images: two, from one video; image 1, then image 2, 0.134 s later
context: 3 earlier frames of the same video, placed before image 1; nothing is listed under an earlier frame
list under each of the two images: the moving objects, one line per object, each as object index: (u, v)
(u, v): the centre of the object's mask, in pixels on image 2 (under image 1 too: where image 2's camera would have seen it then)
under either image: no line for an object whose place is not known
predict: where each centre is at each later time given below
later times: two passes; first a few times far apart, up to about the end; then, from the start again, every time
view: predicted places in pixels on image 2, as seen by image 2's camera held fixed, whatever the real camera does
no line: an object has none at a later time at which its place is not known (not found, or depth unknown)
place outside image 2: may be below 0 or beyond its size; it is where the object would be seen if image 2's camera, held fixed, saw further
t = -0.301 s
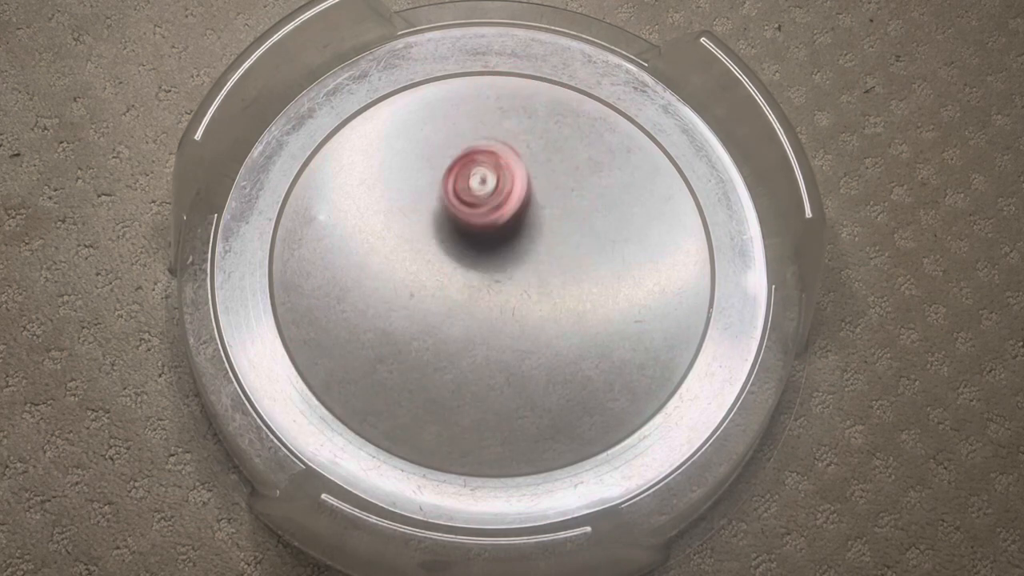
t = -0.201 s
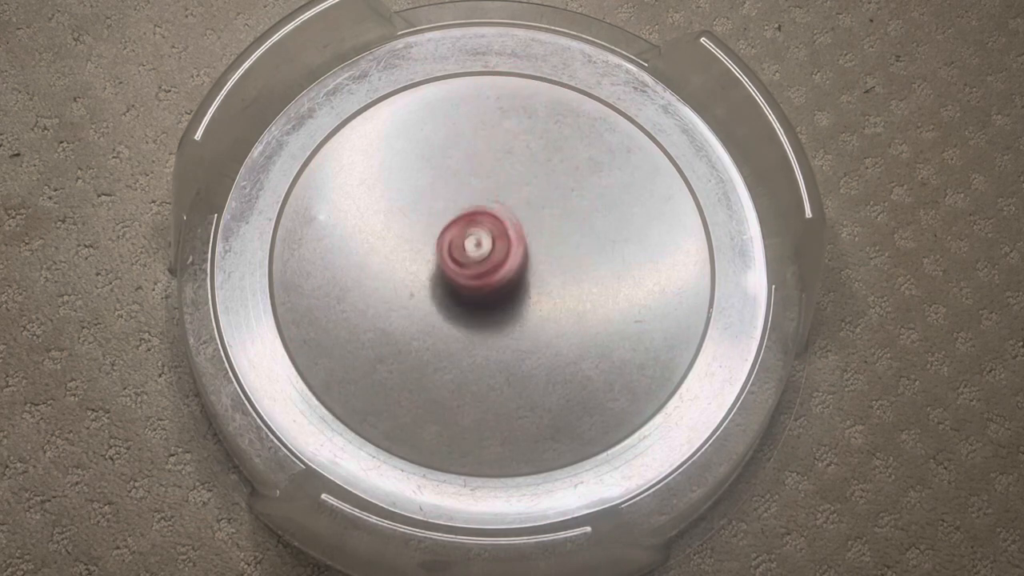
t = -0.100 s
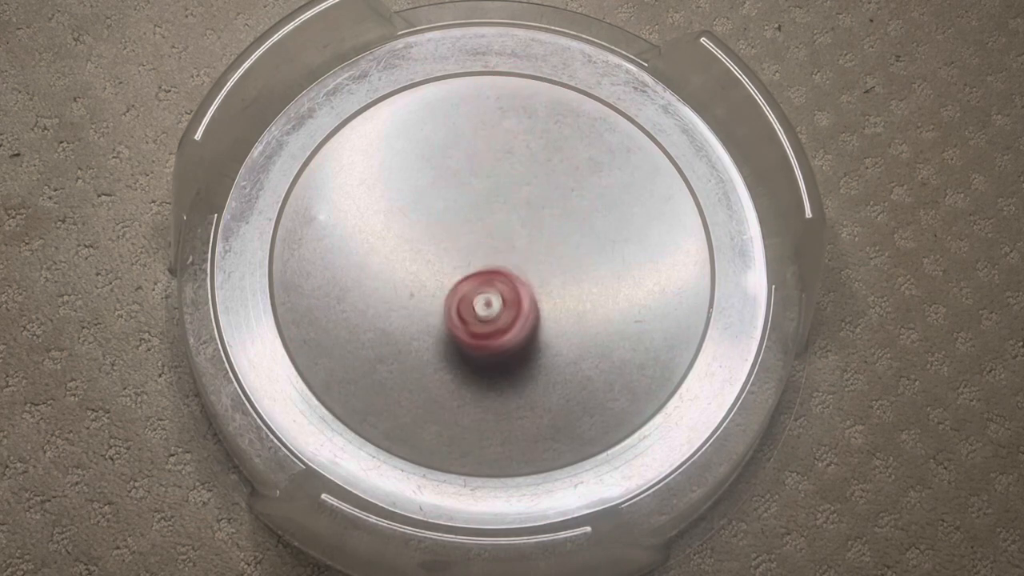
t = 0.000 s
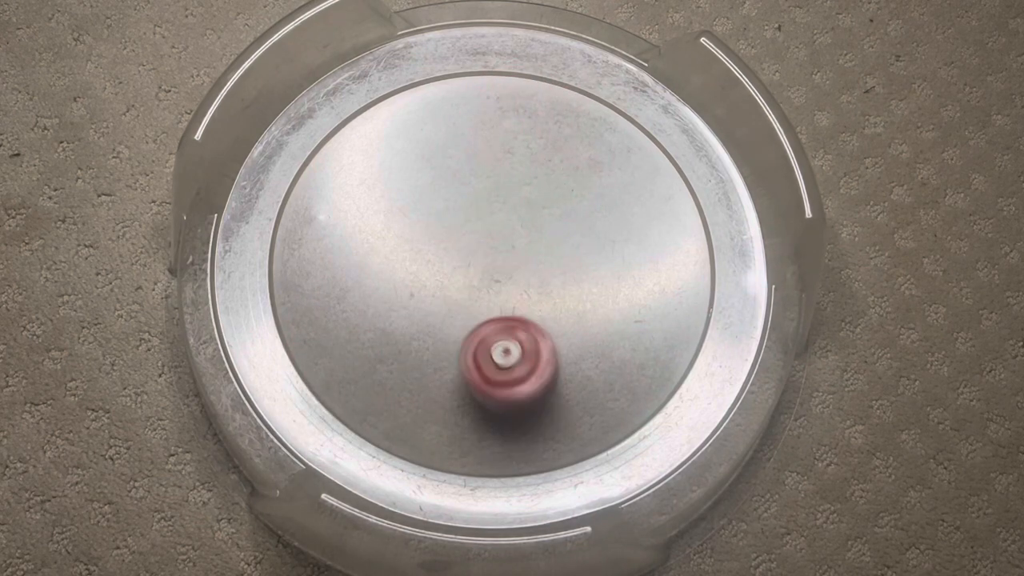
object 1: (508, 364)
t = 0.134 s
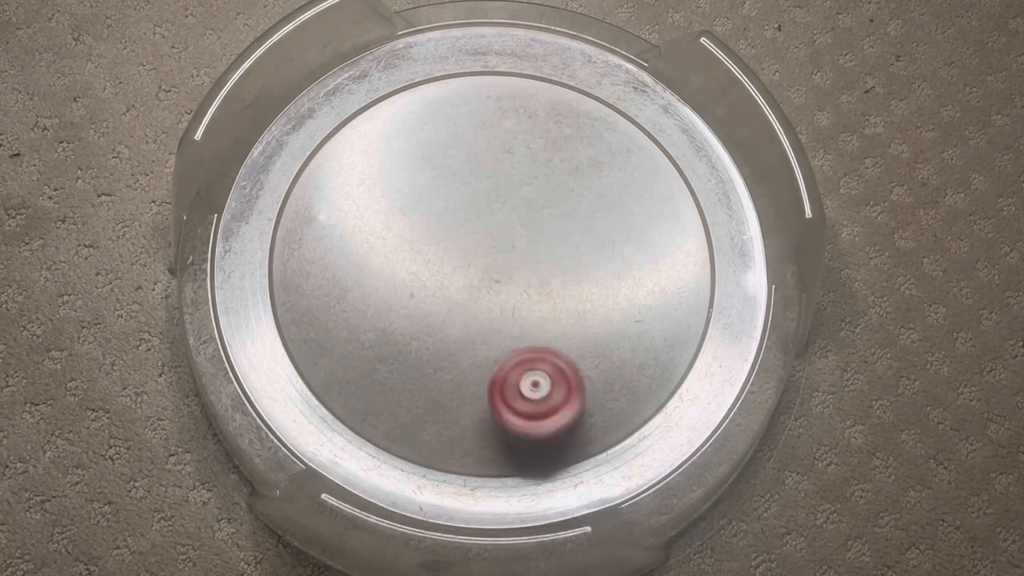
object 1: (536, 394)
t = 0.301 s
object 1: (552, 378)
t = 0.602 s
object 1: (495, 244)
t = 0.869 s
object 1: (406, 150)
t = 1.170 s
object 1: (409, 190)
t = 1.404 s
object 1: (512, 272)
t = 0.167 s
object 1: (541, 395)
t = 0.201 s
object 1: (546, 394)
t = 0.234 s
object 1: (550, 392)
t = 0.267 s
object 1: (552, 386)
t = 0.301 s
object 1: (552, 378)
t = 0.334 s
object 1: (550, 369)
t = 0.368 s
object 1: (549, 358)
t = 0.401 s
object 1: (545, 345)
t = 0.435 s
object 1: (538, 330)
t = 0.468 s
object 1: (532, 314)
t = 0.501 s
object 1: (525, 297)
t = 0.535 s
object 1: (514, 281)
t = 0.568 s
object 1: (505, 261)
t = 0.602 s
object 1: (495, 244)
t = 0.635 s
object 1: (481, 228)
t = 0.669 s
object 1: (469, 213)
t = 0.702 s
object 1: (458, 198)
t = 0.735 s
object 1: (445, 189)
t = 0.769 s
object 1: (434, 173)
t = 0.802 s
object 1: (425, 163)
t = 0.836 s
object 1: (415, 156)
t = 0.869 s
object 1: (406, 150)
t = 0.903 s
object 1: (399, 146)
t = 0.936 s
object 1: (394, 144)
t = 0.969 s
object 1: (390, 146)
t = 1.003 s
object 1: (388, 148)
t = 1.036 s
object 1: (388, 154)
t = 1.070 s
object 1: (390, 161)
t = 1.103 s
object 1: (395, 170)
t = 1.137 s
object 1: (401, 180)
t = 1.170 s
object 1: (409, 190)
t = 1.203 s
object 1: (421, 201)
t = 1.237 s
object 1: (433, 214)
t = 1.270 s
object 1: (444, 226)
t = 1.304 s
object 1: (460, 238)
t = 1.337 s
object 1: (477, 250)
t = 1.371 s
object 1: (493, 263)
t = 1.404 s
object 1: (512, 272)
